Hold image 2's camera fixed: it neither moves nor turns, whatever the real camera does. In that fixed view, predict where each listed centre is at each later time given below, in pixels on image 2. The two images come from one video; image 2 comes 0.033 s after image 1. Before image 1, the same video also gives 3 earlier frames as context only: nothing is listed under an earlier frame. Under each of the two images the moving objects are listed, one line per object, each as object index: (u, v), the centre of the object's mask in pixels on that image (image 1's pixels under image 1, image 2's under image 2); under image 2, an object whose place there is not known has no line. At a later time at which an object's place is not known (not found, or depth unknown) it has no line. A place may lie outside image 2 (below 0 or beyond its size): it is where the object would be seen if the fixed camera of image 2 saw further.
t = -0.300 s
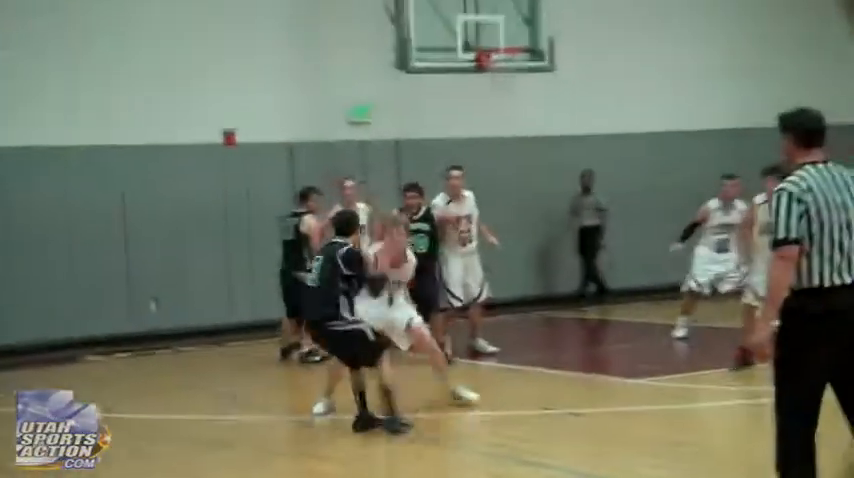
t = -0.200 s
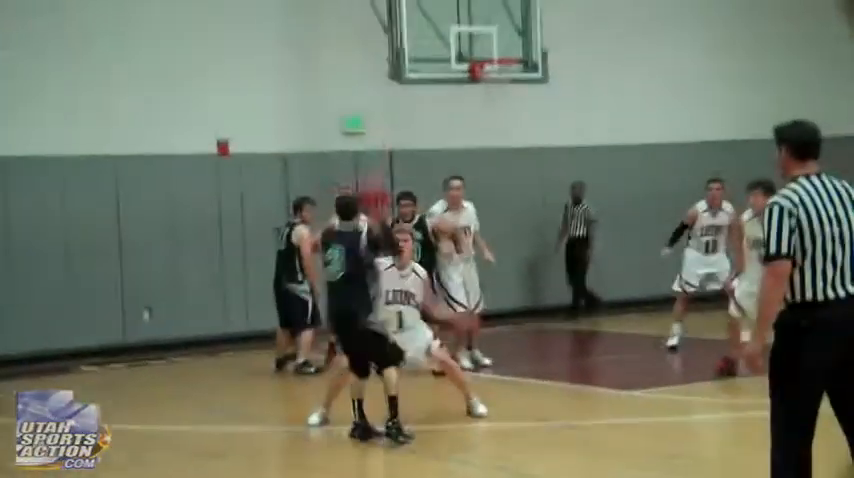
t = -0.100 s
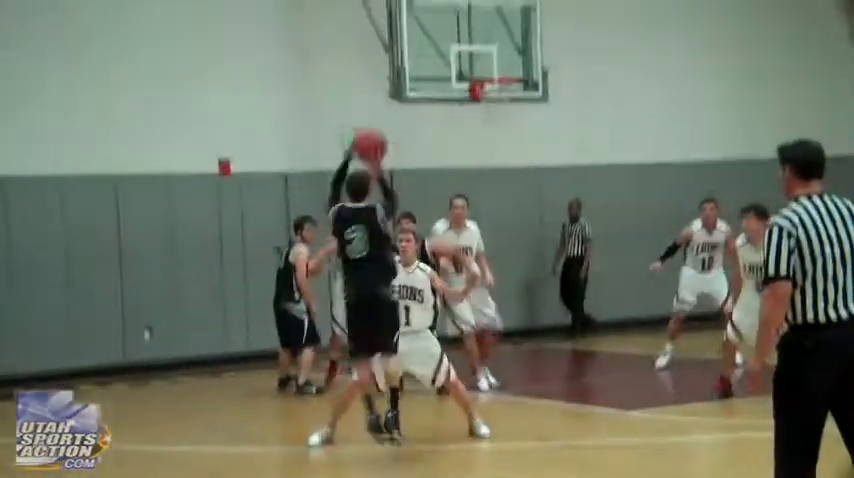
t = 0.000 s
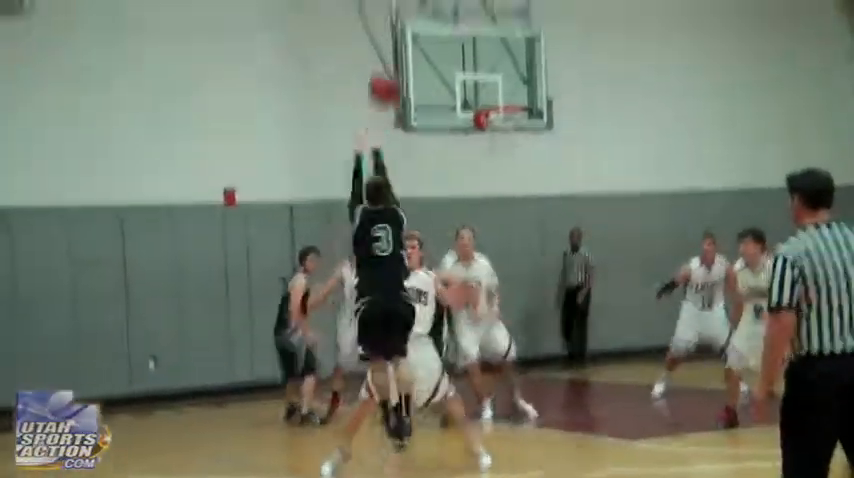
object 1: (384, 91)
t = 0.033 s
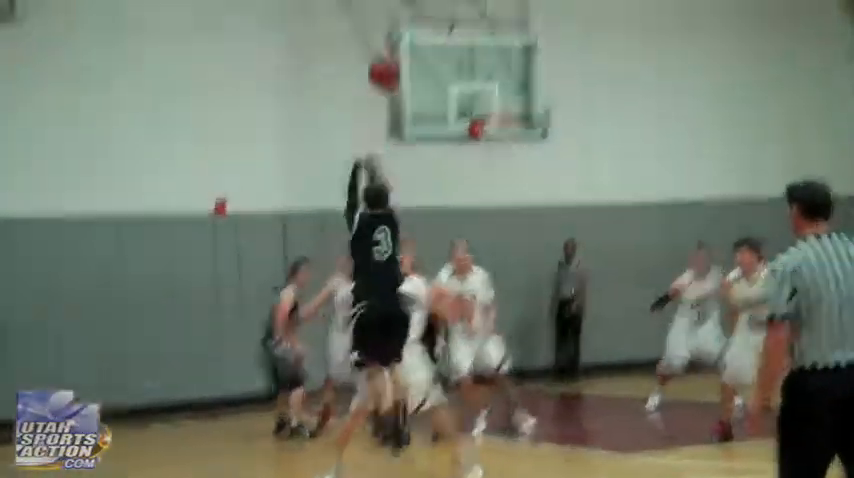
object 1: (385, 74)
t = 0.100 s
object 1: (392, 24)
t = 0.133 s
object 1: (396, 4)
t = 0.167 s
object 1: (400, -13)
